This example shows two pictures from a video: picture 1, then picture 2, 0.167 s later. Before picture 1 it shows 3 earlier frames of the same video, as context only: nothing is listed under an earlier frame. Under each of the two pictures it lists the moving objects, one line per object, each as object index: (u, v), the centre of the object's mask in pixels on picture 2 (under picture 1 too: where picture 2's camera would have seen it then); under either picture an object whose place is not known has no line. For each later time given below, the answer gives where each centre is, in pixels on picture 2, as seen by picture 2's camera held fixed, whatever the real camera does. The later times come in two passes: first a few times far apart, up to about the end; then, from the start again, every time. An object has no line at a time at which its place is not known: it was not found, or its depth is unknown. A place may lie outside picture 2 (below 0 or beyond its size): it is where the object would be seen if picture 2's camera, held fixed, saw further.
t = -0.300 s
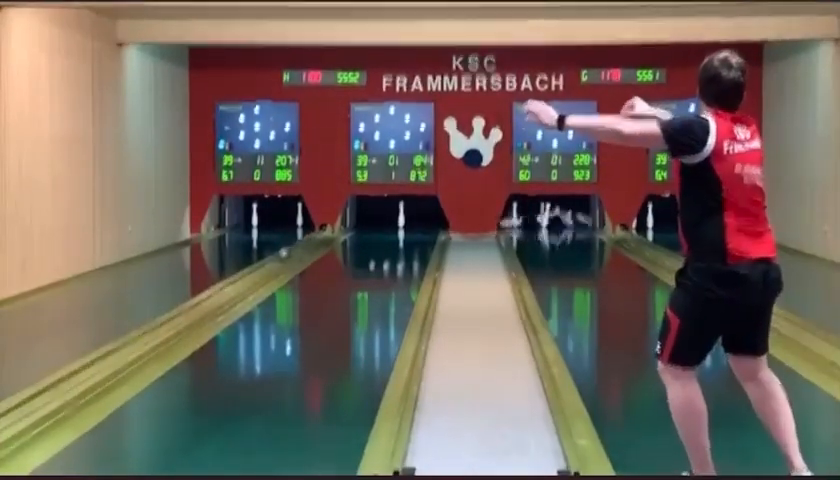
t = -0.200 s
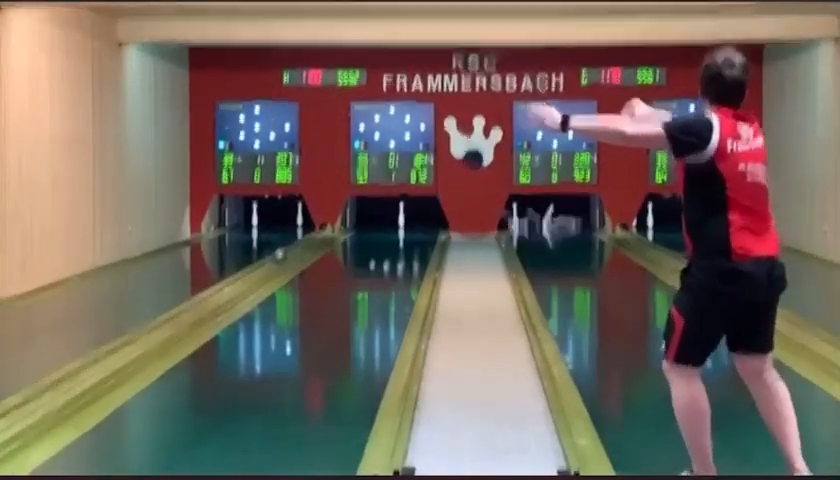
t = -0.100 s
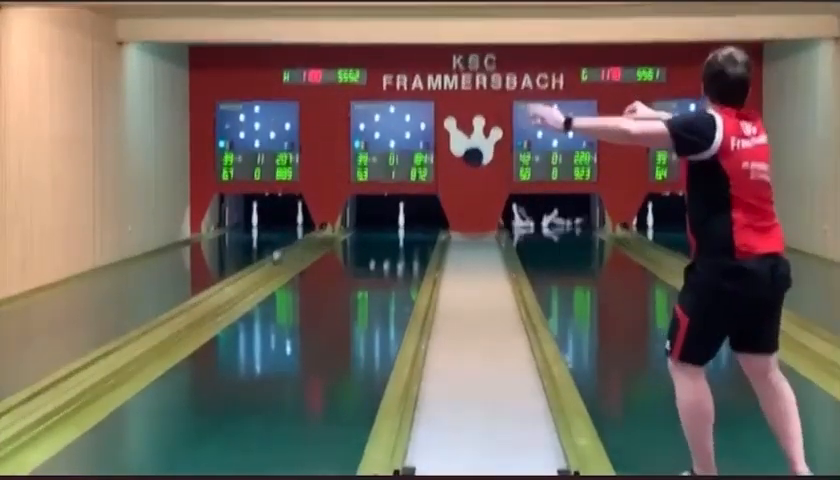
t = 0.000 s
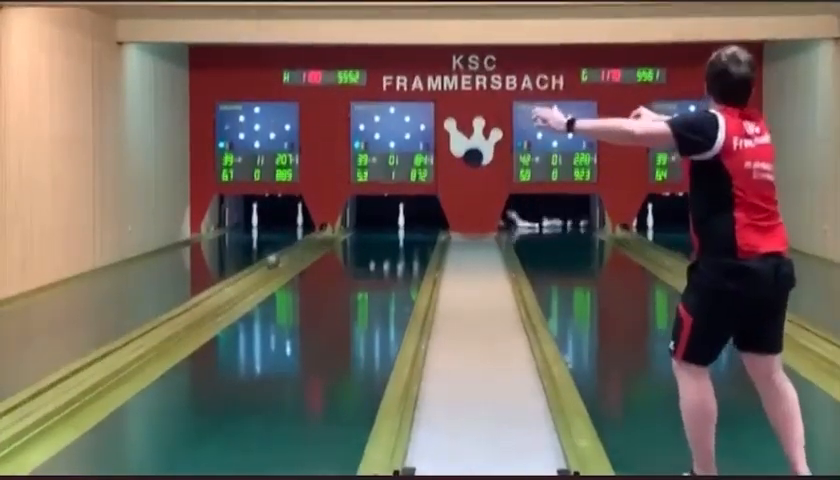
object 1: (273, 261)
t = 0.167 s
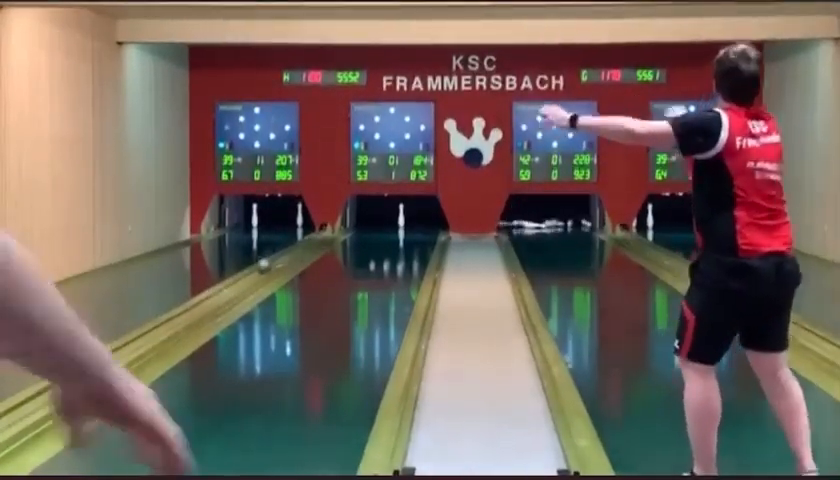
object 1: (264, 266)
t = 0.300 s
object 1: (258, 268)
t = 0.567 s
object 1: (244, 276)
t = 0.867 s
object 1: (226, 287)
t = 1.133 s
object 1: (207, 298)
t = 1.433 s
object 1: (183, 312)
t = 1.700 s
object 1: (158, 326)
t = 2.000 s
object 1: (123, 346)
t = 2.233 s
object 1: (90, 366)
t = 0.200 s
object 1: (263, 266)
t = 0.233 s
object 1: (261, 267)
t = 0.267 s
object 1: (259, 268)
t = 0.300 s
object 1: (258, 268)
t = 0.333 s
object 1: (256, 270)
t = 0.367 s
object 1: (254, 271)
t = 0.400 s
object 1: (253, 272)
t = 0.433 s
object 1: (251, 273)
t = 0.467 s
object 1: (249, 273)
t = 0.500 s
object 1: (247, 274)
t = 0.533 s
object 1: (247, 275)
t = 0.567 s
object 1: (244, 276)
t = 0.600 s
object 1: (242, 278)
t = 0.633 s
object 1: (240, 279)
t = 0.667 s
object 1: (238, 280)
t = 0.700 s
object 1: (236, 281)
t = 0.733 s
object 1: (235, 282)
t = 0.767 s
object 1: (233, 284)
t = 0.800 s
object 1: (231, 285)
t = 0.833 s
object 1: (228, 286)
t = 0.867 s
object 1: (226, 287)
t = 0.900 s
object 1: (224, 289)
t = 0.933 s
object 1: (221, 290)
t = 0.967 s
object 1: (219, 291)
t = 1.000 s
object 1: (217, 293)
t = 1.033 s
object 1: (215, 294)
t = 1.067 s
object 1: (213, 295)
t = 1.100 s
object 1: (210, 297)
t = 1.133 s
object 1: (207, 298)
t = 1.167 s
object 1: (205, 300)
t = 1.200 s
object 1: (203, 301)
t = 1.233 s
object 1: (200, 303)
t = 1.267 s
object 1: (198, 304)
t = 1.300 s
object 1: (195, 306)
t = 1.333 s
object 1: (192, 308)
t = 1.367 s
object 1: (189, 309)
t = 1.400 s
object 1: (186, 311)
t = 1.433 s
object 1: (183, 312)
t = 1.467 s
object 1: (181, 314)
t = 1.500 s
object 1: (177, 316)
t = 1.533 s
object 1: (174, 317)
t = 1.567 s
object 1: (171, 319)
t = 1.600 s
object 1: (168, 321)
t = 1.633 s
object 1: (164, 323)
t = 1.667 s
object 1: (161, 325)
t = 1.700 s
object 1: (158, 326)
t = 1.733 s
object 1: (154, 329)
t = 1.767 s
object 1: (151, 331)
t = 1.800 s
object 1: (146, 333)
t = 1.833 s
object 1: (144, 335)
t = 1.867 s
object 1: (139, 337)
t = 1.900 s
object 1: (135, 340)
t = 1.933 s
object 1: (131, 342)
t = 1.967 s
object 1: (127, 344)
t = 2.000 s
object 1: (123, 346)
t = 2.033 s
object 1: (118, 349)
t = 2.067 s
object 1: (114, 352)
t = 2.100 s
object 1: (109, 354)
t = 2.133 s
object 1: (105, 357)
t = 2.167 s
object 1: (100, 360)
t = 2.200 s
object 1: (95, 363)
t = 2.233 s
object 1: (90, 366)
